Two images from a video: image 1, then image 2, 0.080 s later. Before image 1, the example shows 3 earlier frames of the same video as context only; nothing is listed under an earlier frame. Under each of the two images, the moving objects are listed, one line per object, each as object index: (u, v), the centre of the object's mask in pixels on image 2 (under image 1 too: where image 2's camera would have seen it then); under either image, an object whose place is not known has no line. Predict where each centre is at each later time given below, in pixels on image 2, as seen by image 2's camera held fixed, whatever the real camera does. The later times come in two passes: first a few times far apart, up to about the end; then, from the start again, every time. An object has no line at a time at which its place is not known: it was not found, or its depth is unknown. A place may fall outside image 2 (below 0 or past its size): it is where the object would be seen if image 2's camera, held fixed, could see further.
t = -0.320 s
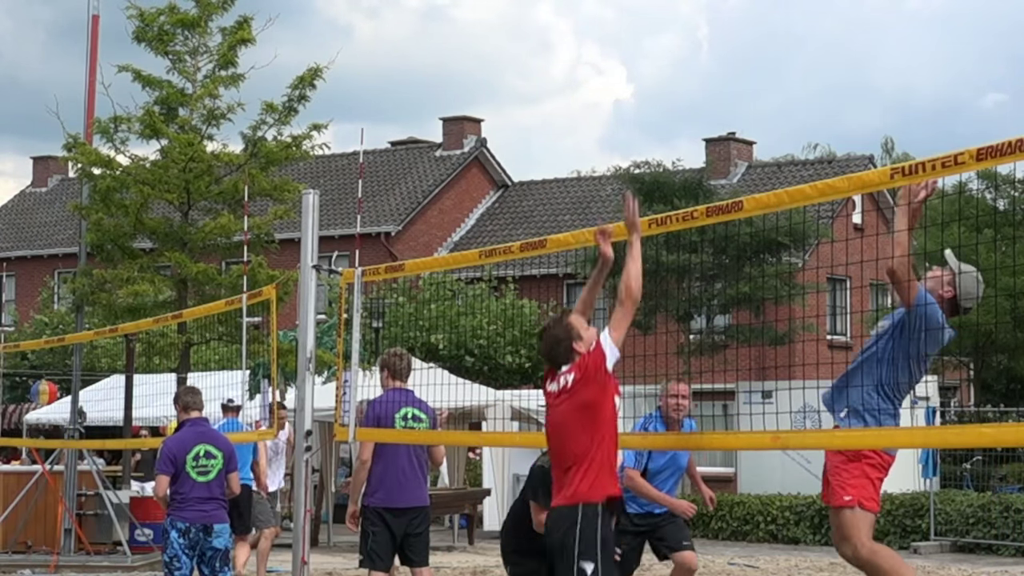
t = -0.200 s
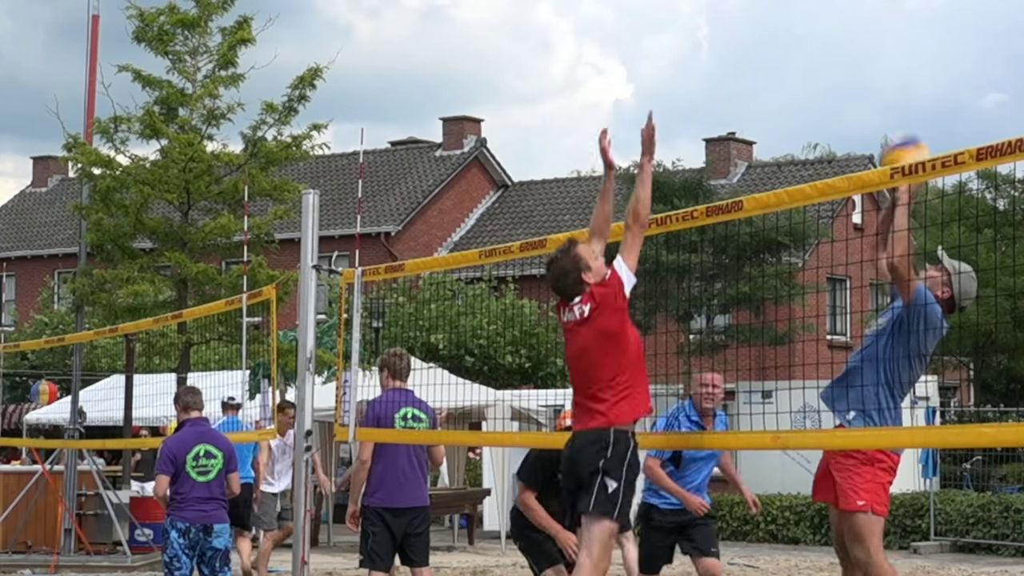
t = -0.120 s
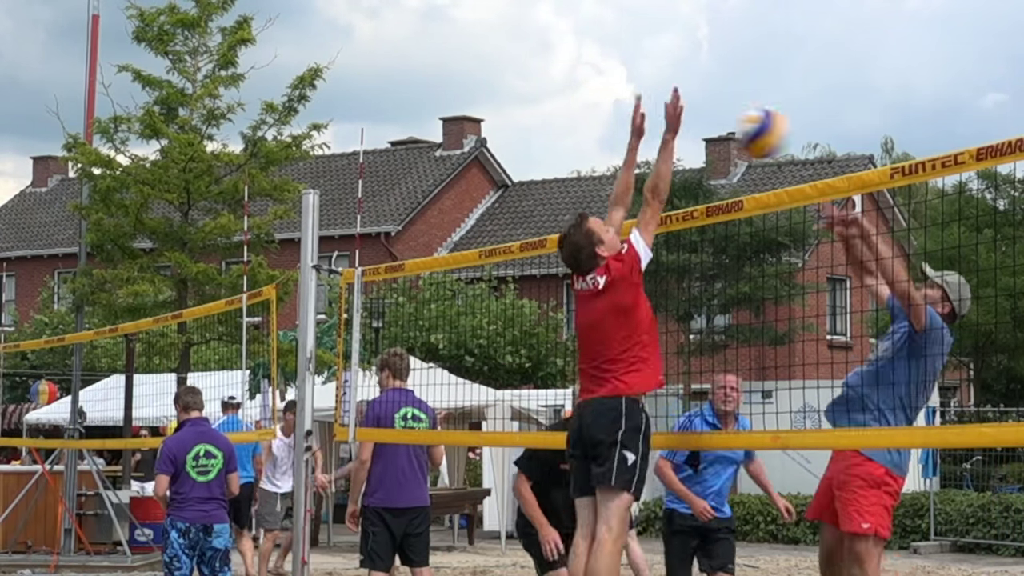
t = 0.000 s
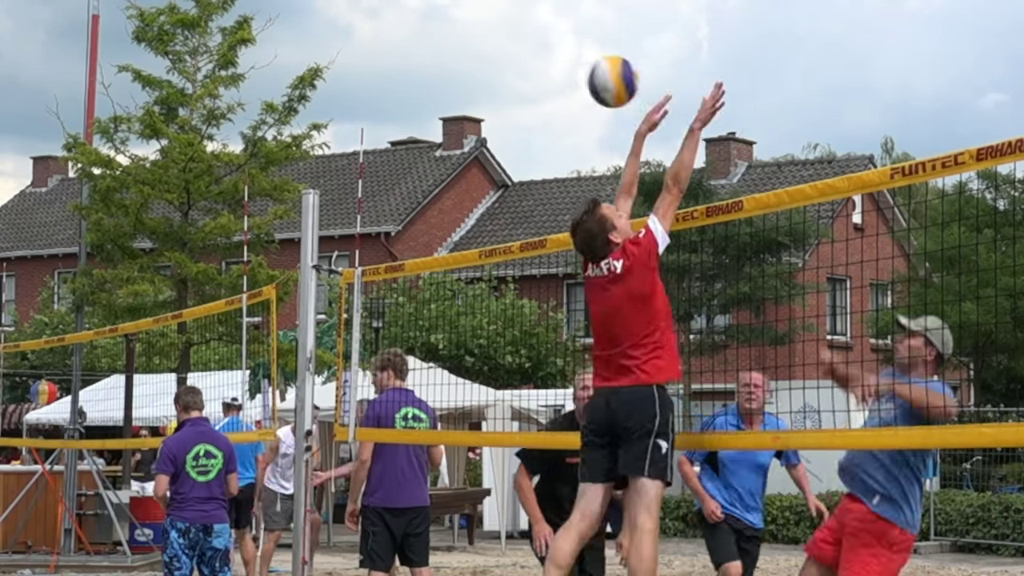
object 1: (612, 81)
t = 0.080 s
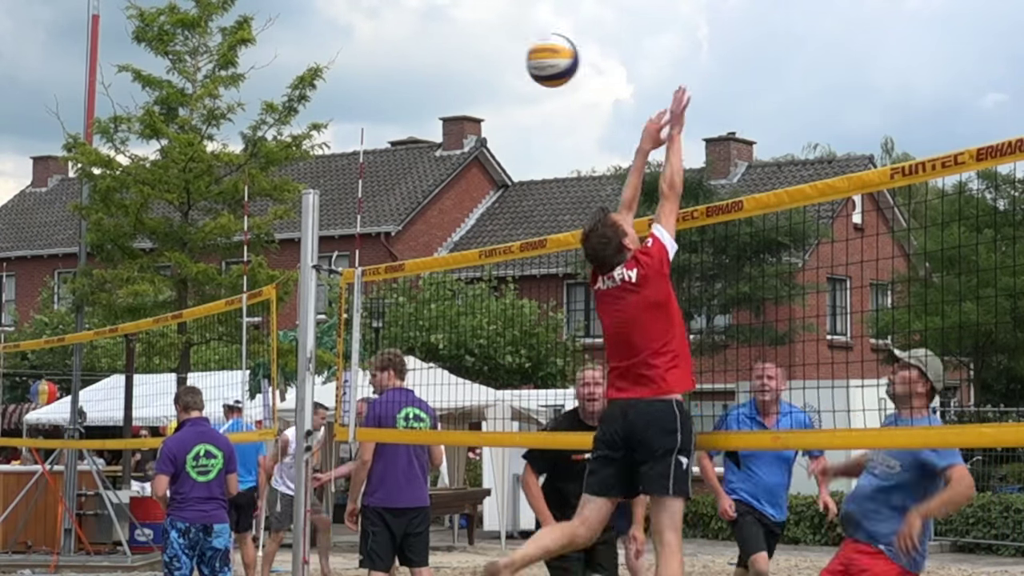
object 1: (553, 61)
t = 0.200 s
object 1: (455, 56)
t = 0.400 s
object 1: (272, 138)
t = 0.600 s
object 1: (55, 357)
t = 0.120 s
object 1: (520, 55)
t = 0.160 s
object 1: (488, 53)
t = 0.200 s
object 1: (455, 56)
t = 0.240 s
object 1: (421, 63)
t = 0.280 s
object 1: (385, 75)
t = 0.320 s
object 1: (348, 91)
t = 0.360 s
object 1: (311, 112)
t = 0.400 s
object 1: (272, 138)
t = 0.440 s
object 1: (233, 170)
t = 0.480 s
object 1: (189, 208)
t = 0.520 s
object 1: (146, 251)
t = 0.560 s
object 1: (101, 300)
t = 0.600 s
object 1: (55, 357)
